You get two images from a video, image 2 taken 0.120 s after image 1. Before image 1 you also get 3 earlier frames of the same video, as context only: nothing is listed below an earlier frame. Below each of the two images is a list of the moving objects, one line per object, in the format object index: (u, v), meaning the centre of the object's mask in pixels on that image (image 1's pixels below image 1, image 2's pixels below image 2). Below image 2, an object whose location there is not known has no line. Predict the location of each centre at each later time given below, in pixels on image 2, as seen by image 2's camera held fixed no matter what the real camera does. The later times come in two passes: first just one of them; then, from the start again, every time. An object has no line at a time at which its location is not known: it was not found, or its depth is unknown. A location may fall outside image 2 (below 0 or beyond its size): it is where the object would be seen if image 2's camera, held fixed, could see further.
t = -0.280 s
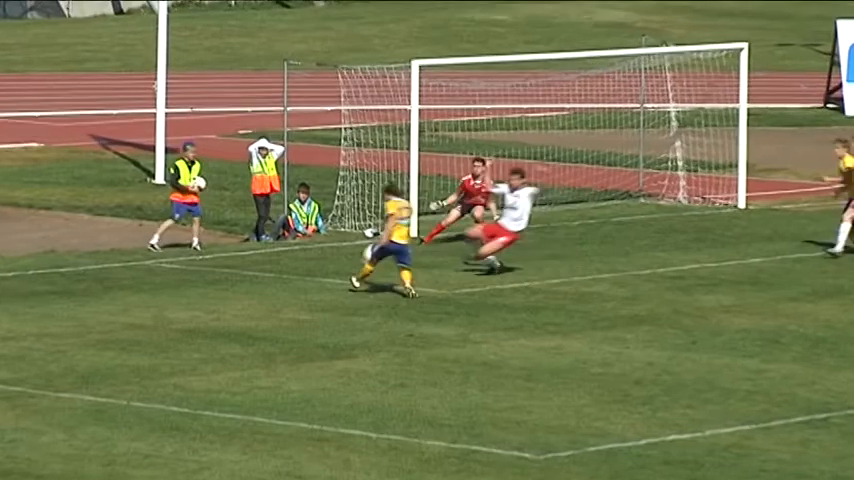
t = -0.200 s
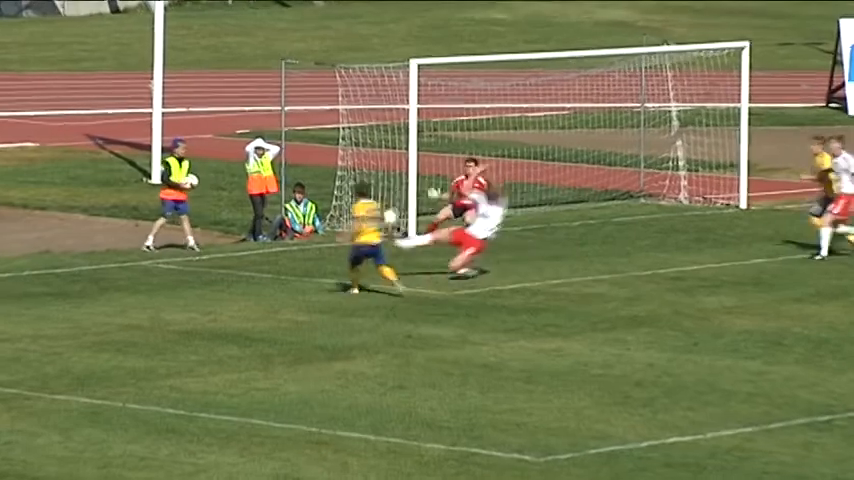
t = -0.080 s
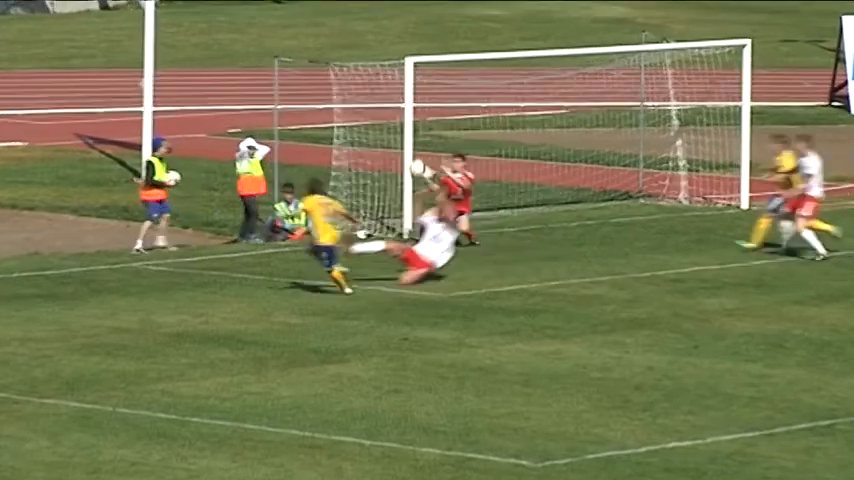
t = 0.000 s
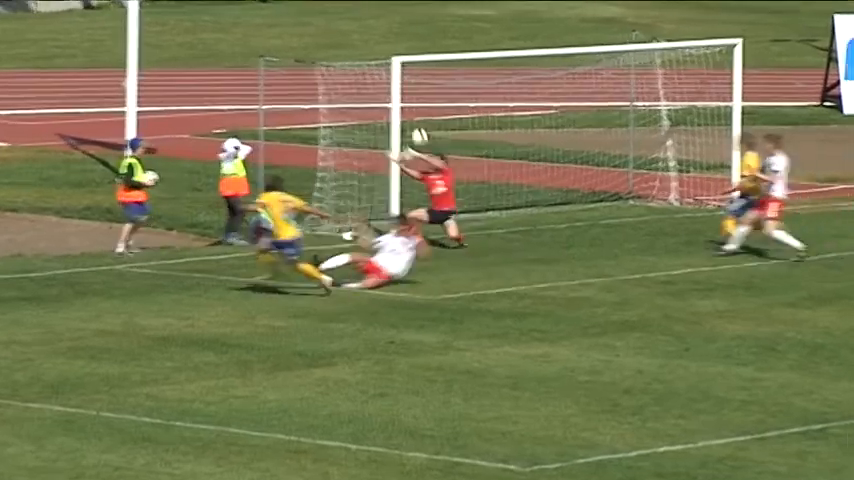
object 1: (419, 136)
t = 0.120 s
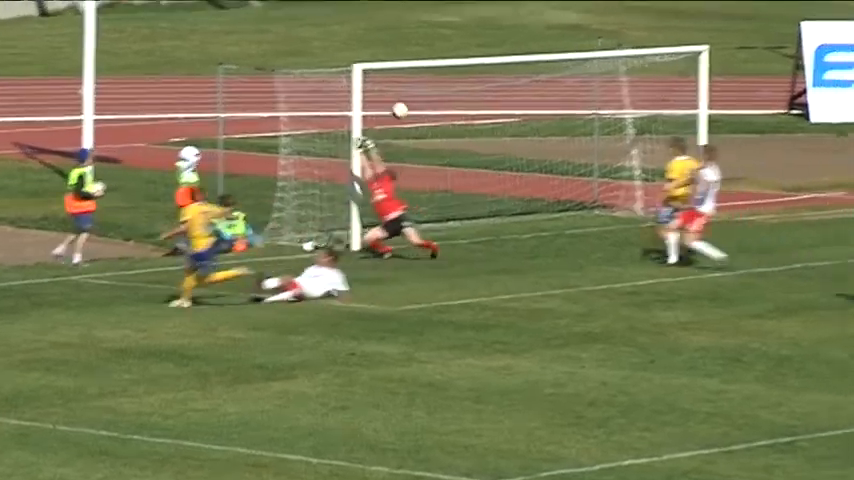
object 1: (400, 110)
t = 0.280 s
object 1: (425, 101)
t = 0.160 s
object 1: (405, 101)
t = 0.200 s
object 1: (409, 99)
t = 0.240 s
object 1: (418, 99)
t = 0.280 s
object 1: (425, 101)
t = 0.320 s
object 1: (428, 106)
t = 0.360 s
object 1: (434, 113)
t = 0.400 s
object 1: (439, 121)
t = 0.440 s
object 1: (445, 132)
